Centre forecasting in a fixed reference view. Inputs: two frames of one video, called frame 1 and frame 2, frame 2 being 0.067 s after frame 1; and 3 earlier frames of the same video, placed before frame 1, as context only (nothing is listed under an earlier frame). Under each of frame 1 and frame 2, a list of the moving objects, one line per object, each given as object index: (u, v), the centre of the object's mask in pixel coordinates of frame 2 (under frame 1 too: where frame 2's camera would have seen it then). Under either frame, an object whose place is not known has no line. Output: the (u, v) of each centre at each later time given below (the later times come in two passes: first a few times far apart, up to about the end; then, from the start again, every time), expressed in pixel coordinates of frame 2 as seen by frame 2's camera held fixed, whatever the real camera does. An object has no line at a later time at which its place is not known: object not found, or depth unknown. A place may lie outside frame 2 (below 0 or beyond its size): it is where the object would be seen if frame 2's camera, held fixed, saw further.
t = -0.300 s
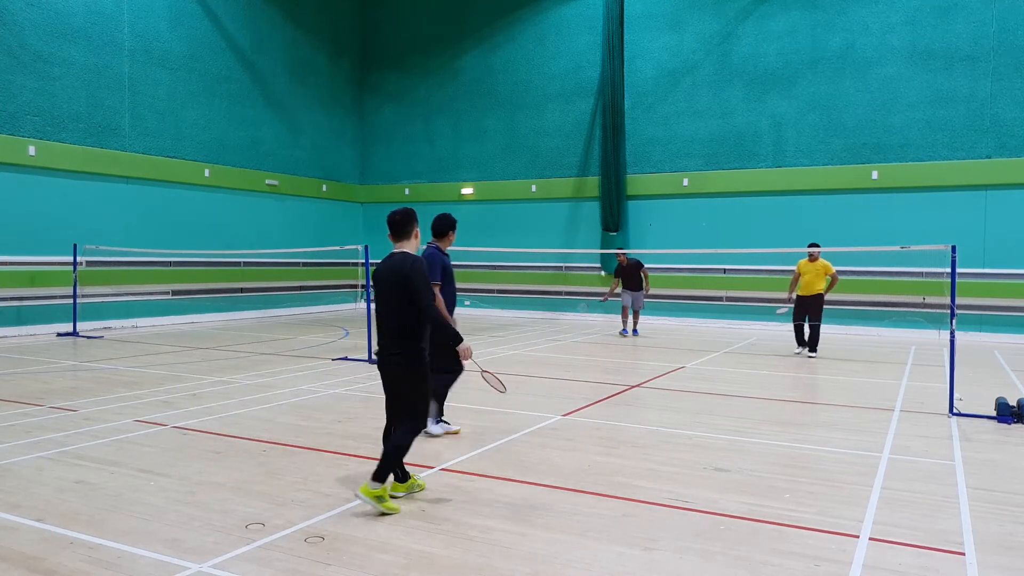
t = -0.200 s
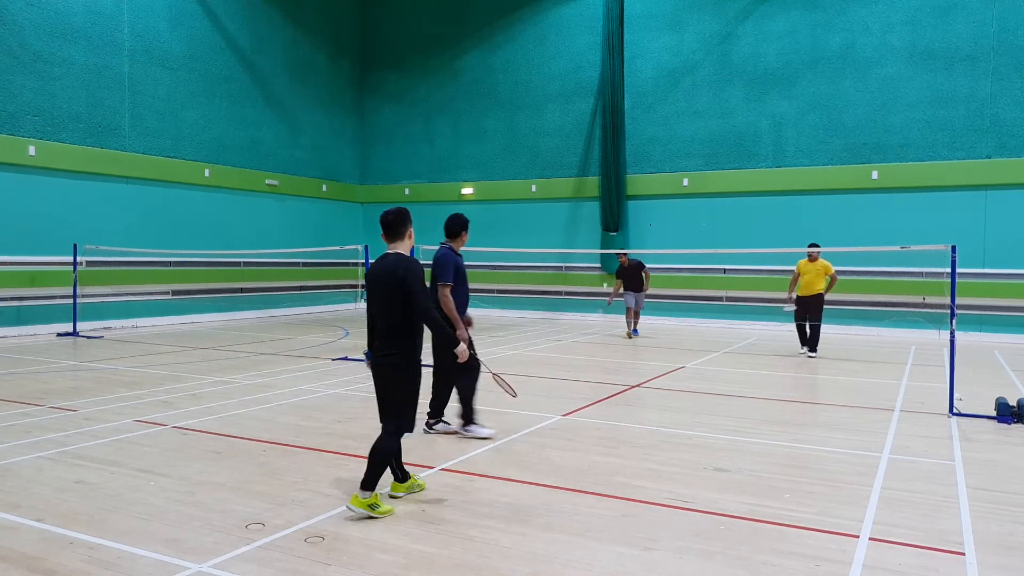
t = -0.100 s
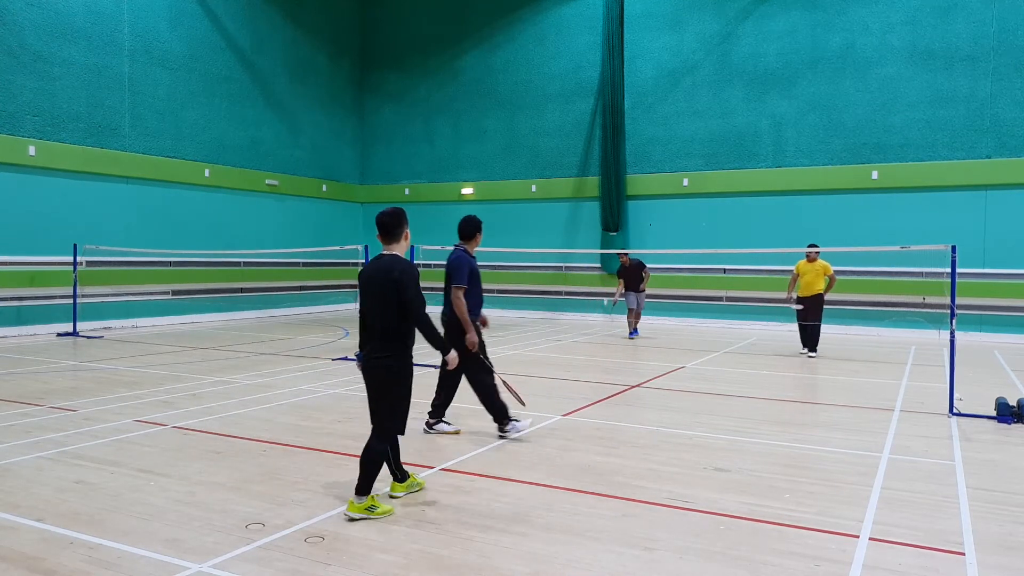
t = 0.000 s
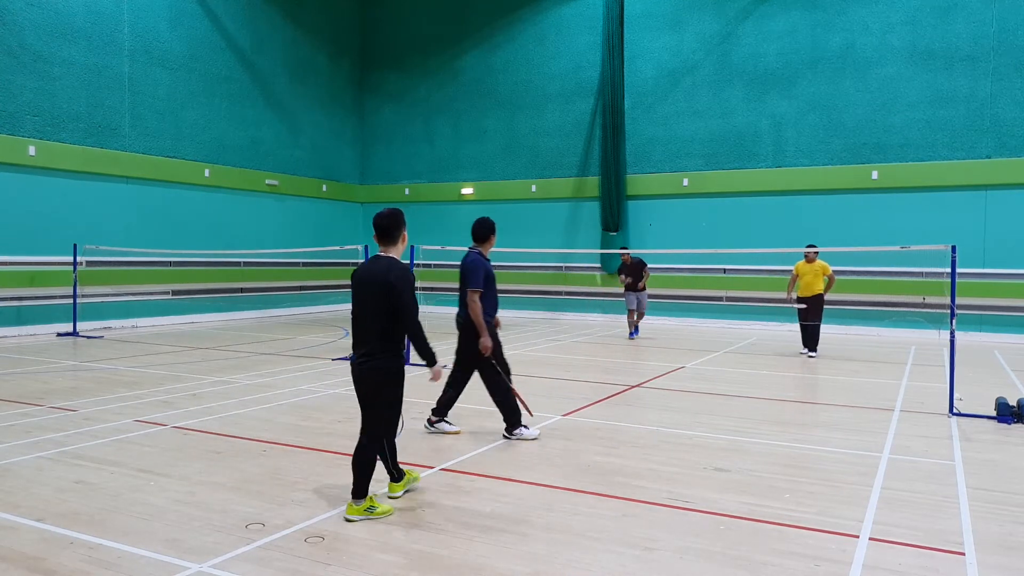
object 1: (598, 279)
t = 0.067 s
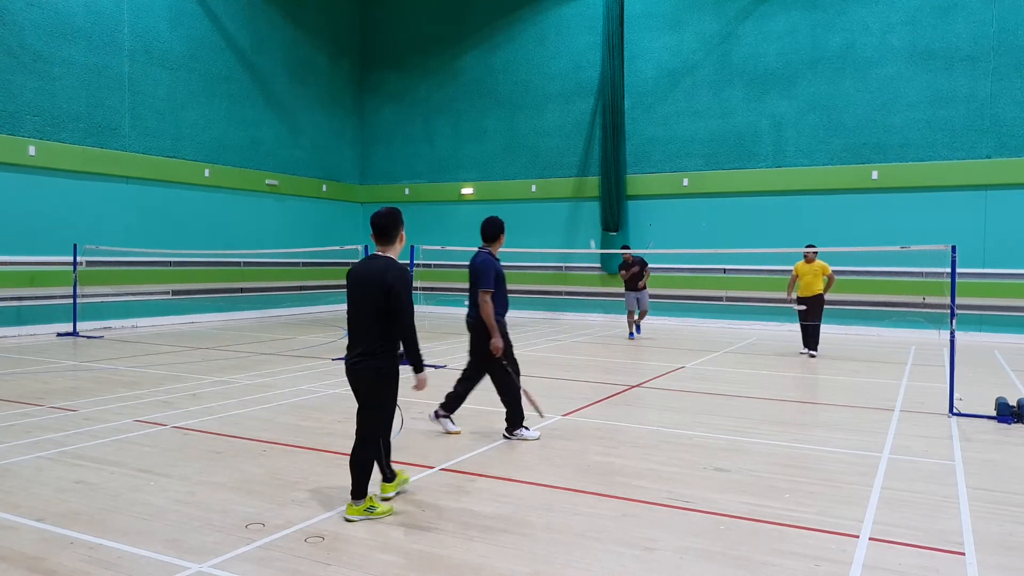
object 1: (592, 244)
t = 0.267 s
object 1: (574, 169)
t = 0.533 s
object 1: (551, 119)
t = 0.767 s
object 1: (526, 128)
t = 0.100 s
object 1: (589, 229)
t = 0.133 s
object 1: (586, 215)
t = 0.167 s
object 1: (584, 202)
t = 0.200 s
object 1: (580, 190)
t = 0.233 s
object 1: (577, 179)
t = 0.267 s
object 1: (574, 169)
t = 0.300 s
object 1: (572, 159)
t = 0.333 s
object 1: (569, 151)
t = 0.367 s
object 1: (566, 143)
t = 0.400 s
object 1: (563, 136)
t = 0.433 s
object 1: (560, 130)
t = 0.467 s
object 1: (558, 126)
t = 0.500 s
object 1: (554, 122)
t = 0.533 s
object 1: (551, 119)
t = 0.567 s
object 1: (548, 116)
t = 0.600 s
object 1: (545, 115)
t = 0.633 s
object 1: (541, 116)
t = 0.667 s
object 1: (536, 117)
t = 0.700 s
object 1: (533, 119)
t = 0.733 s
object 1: (530, 123)
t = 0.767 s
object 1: (526, 128)
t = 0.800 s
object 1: (522, 134)
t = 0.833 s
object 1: (518, 141)
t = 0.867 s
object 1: (514, 150)
